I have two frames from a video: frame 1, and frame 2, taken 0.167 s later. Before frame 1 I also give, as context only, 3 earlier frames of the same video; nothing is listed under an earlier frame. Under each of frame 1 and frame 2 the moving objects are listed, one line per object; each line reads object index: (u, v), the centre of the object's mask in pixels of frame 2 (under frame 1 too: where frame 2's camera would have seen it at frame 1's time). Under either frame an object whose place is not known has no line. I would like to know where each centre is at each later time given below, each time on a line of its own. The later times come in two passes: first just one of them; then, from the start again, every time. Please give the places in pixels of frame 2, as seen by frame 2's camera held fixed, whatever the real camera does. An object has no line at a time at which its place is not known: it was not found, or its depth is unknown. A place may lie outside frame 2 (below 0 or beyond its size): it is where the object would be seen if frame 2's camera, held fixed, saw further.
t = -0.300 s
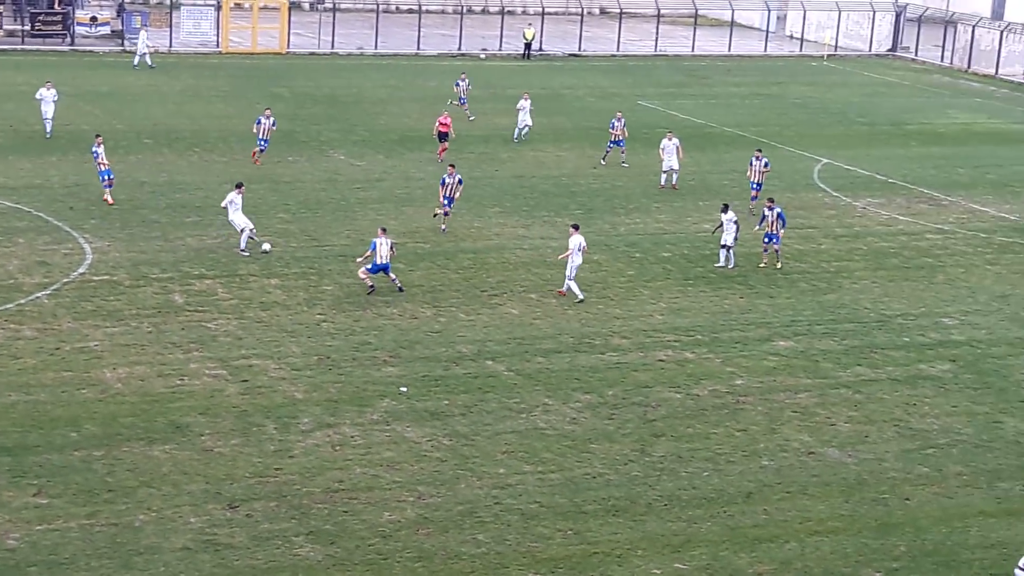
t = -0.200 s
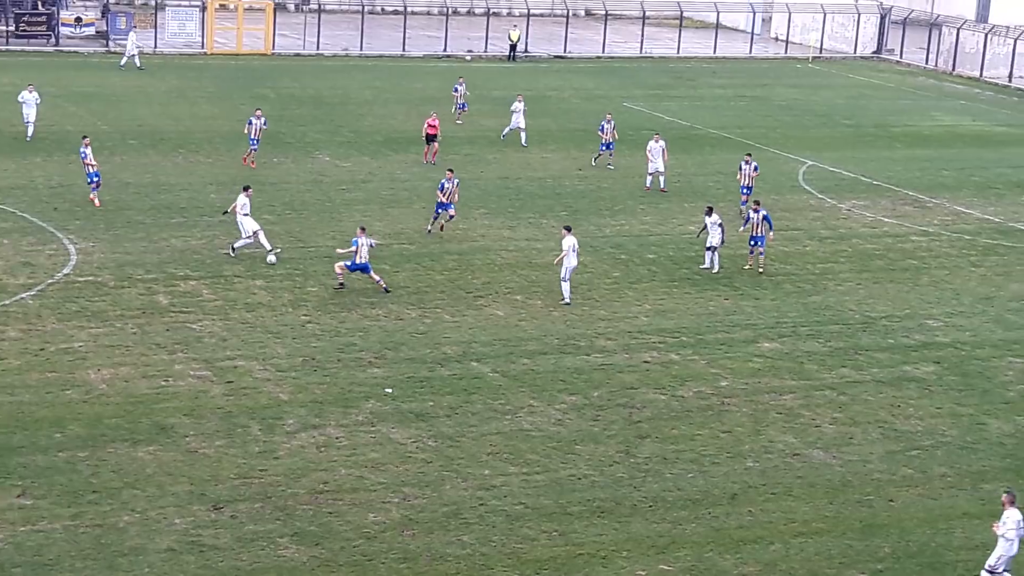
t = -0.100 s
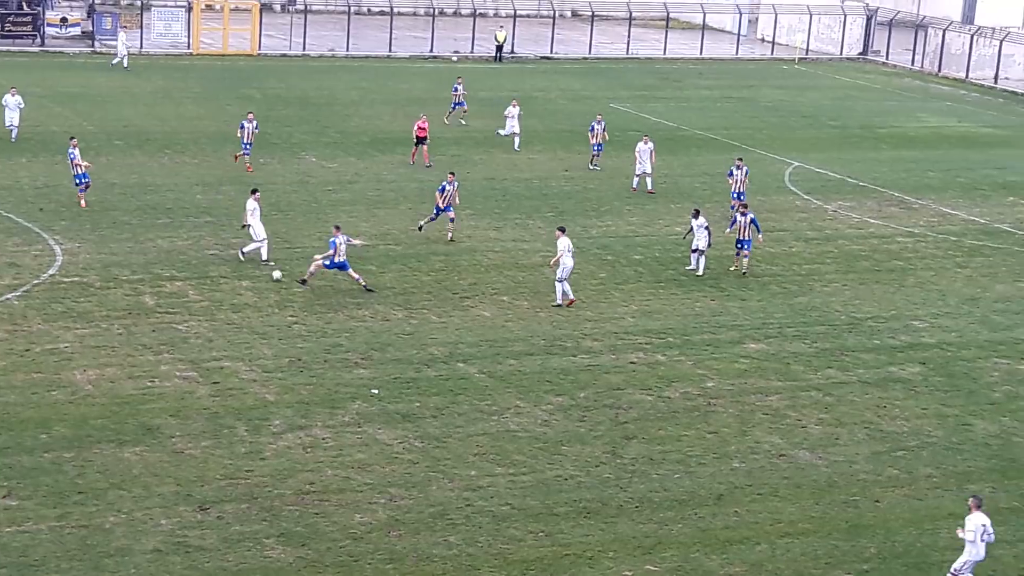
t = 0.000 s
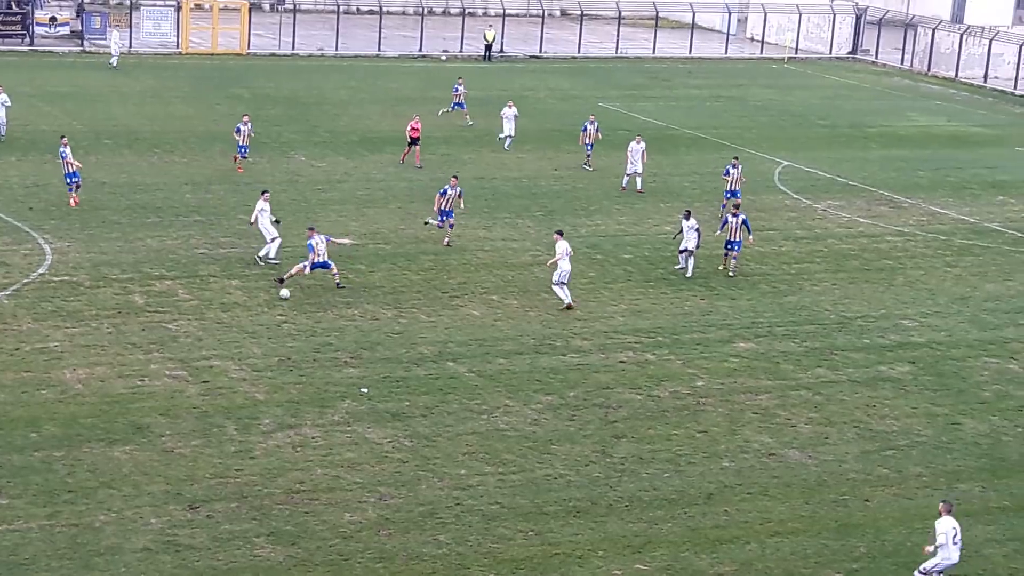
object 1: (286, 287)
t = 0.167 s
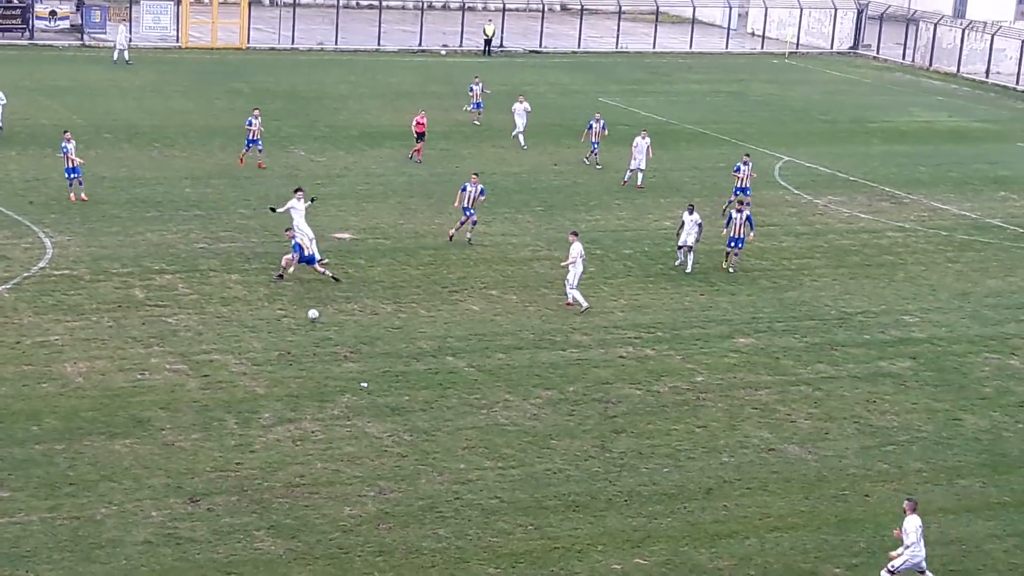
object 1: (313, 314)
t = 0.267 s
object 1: (329, 327)
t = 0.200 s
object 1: (318, 317)
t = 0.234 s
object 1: (324, 322)
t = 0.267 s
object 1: (329, 327)
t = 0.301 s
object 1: (334, 332)
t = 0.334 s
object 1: (340, 338)
